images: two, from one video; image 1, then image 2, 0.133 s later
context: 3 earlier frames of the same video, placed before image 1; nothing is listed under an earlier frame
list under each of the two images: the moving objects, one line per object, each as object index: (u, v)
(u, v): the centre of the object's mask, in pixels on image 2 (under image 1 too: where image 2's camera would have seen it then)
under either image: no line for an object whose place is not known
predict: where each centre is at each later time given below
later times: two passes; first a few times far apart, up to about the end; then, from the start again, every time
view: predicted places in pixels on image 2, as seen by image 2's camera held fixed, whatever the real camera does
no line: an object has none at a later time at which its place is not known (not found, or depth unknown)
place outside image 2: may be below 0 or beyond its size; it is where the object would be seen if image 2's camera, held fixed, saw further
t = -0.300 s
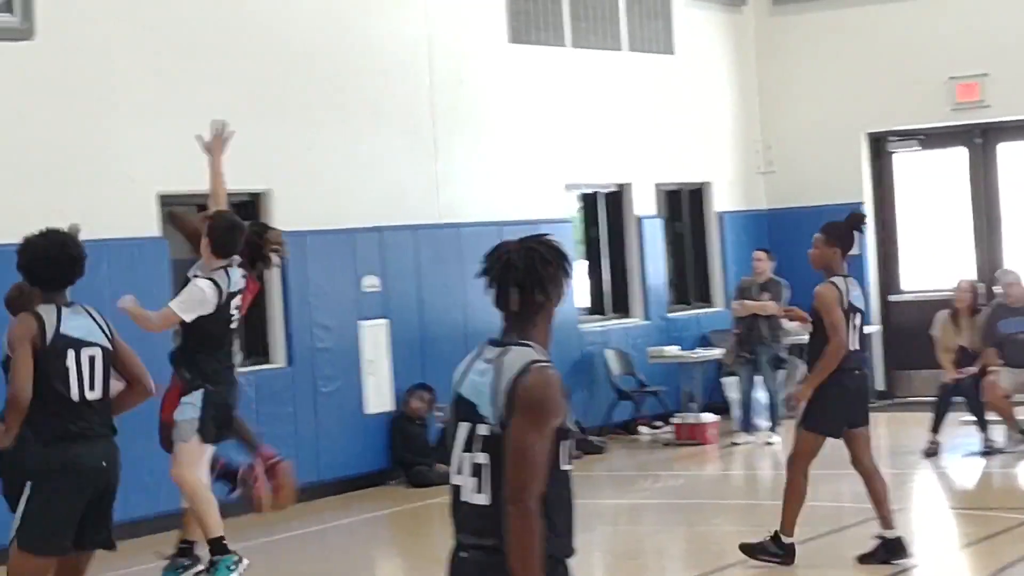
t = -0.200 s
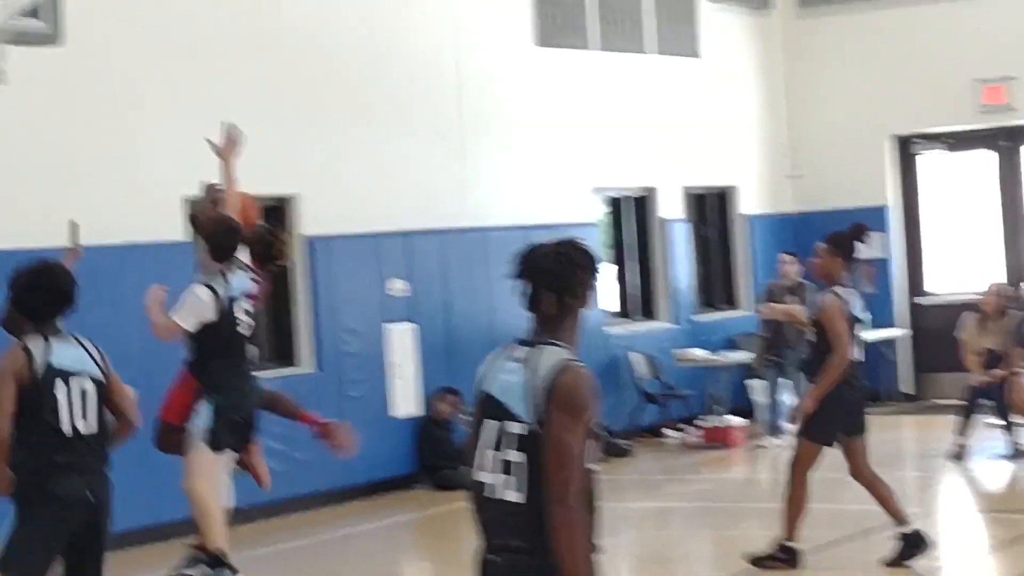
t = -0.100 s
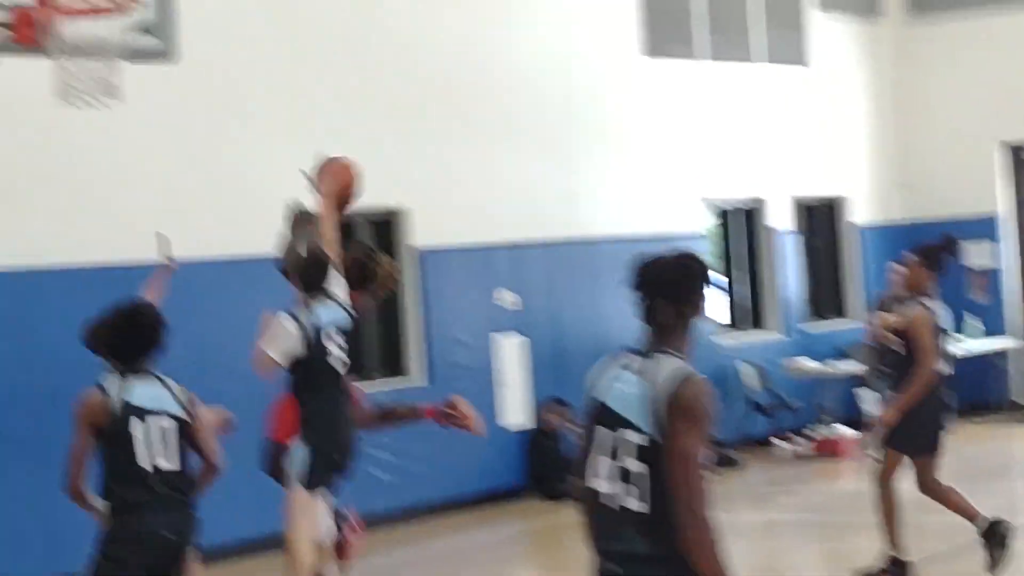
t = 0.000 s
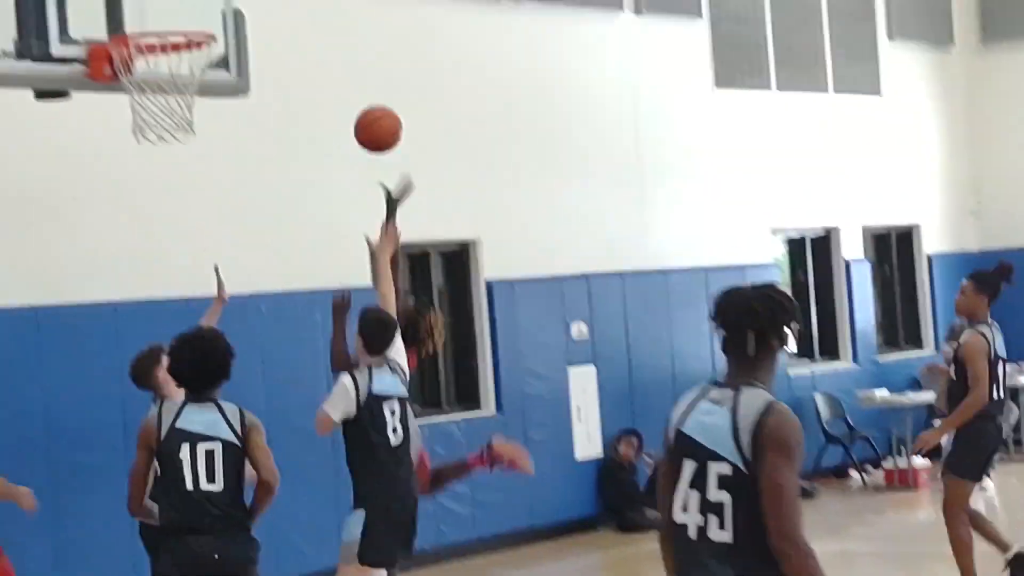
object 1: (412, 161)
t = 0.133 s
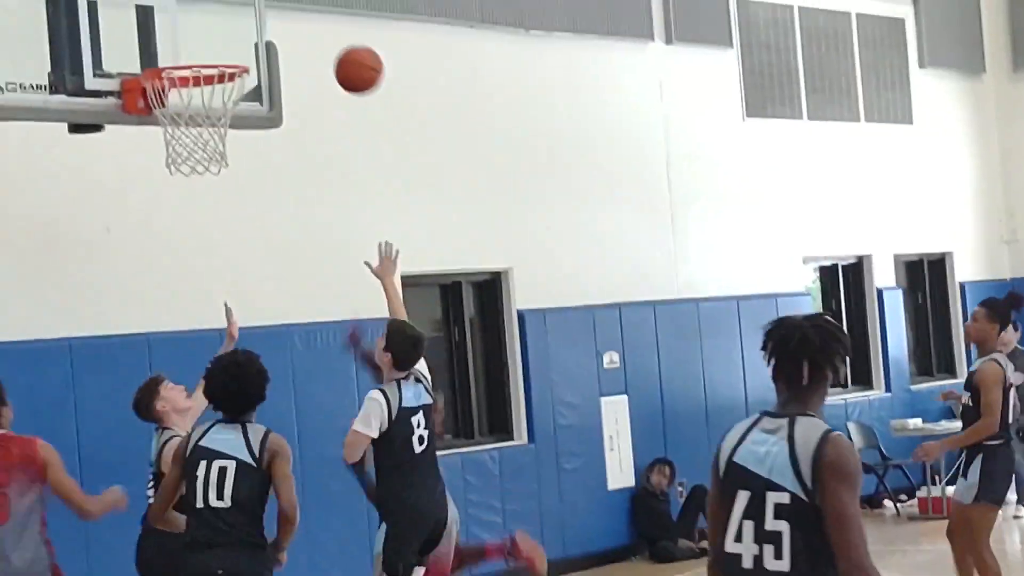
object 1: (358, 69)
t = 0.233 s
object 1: (320, 23)
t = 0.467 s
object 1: (232, -13)
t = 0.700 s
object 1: (166, 35)
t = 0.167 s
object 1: (345, 52)
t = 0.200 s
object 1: (333, 36)
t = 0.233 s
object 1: (320, 23)
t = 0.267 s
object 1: (307, 11)
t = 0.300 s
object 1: (294, 1)
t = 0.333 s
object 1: (283, -6)
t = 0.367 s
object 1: (269, -11)
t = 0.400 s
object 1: (256, -14)
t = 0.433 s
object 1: (244, -15)
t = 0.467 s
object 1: (232, -13)
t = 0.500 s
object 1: (220, -9)
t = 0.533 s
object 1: (208, -3)
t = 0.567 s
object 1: (196, 7)
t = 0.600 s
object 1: (184, 18)
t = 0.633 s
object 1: (172, 31)
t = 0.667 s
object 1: (161, 45)
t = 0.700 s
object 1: (166, 35)
